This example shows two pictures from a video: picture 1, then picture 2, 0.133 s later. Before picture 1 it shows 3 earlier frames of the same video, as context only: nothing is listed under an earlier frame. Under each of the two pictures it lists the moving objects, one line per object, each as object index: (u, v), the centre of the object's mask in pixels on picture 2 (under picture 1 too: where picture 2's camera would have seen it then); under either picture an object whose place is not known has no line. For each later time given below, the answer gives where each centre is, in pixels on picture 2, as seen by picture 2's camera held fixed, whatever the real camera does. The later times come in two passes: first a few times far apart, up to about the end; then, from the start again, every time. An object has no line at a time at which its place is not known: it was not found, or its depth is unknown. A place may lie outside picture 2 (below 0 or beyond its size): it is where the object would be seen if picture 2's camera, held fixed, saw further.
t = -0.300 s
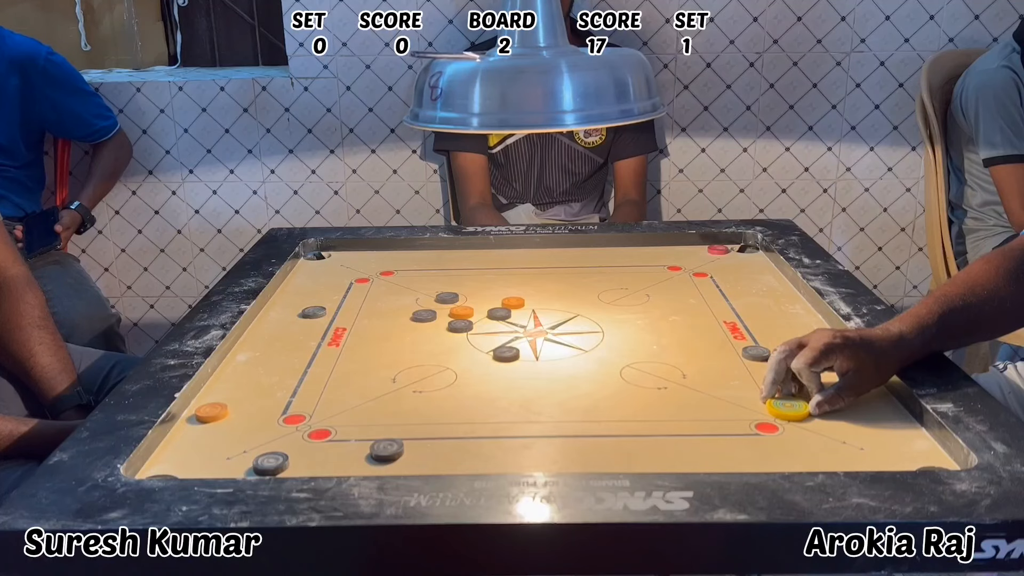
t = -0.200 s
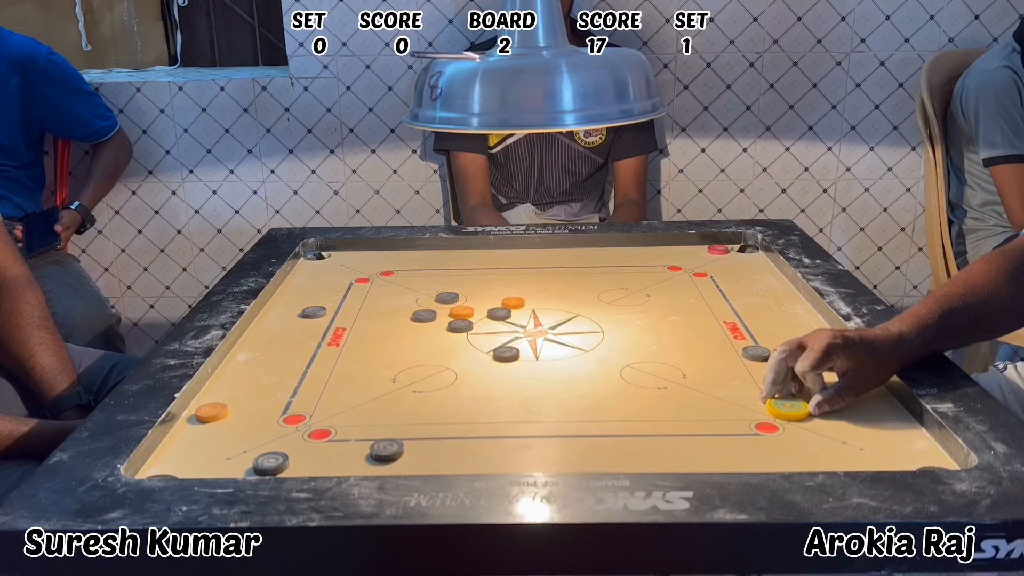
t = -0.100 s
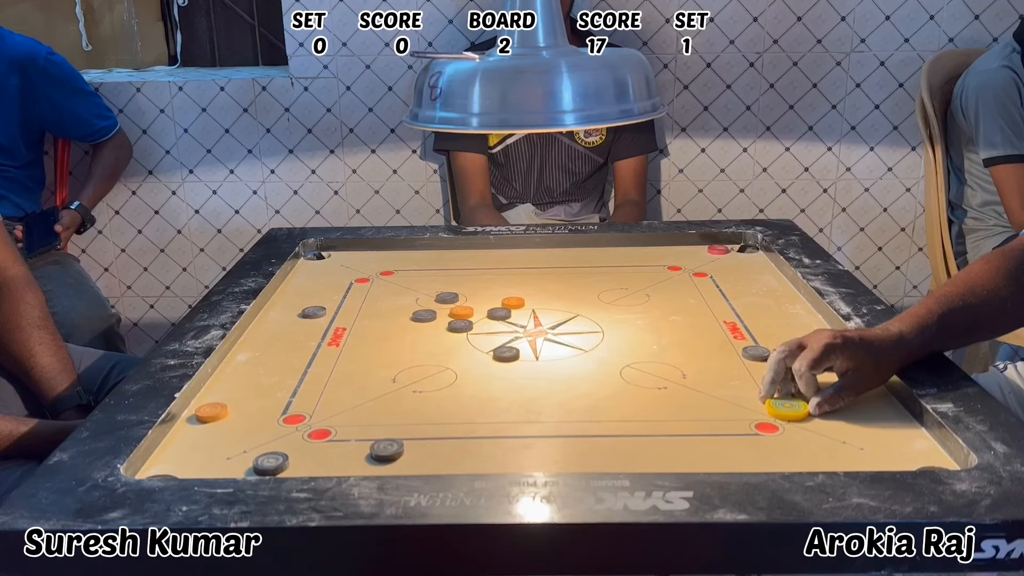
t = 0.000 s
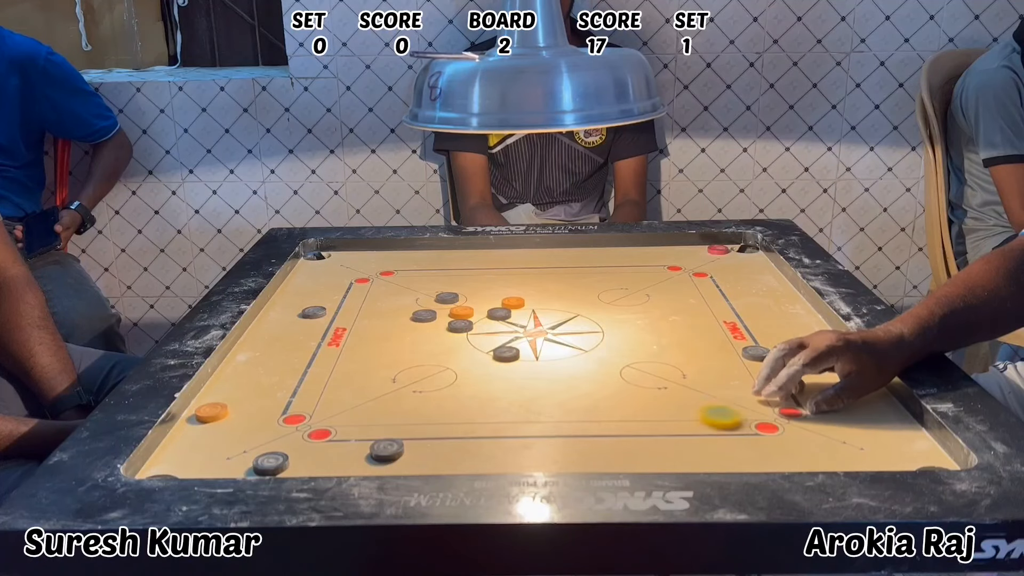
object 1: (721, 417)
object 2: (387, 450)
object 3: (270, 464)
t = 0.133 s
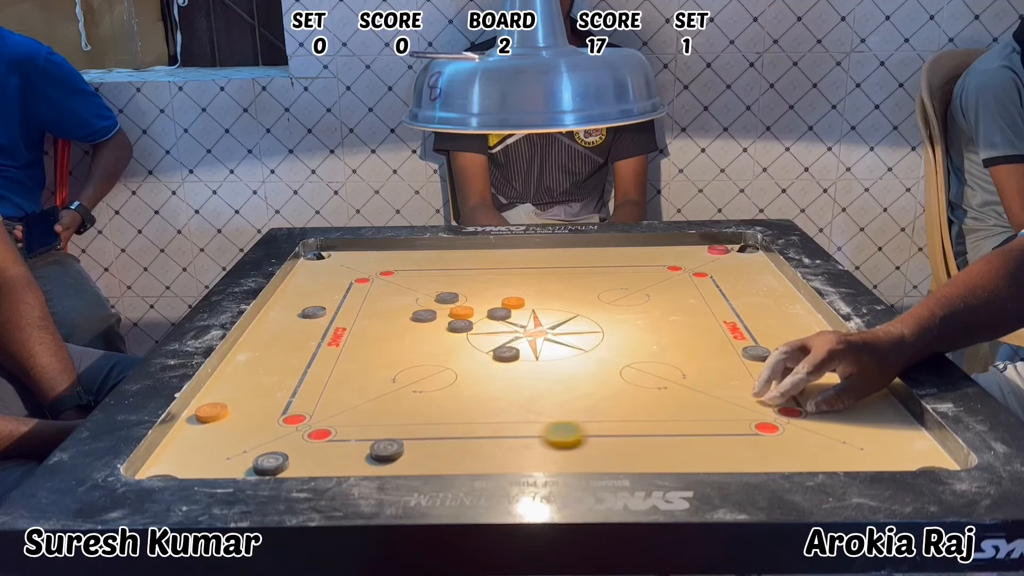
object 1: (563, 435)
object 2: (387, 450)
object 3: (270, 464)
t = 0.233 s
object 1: (451, 448)
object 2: (387, 450)
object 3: (270, 464)
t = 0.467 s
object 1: (332, 466)
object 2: (256, 429)
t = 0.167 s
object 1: (525, 439)
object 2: (387, 450)
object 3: (270, 464)
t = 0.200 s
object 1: (487, 443)
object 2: (387, 450)
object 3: (270, 464)
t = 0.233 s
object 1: (451, 448)
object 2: (387, 450)
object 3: (270, 464)
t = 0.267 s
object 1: (421, 452)
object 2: (371, 451)
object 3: (270, 464)
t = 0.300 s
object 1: (402, 455)
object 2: (324, 452)
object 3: (270, 464)
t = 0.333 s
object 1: (386, 458)
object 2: (297, 449)
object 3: (253, 466)
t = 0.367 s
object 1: (371, 461)
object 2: (284, 443)
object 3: (221, 472)
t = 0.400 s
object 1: (357, 463)
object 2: (273, 438)
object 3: (192, 475)
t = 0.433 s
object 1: (344, 465)
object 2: (264, 433)
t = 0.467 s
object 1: (332, 466)
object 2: (256, 429)
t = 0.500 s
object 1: (322, 467)
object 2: (249, 426)
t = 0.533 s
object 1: (313, 467)
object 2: (242, 422)
